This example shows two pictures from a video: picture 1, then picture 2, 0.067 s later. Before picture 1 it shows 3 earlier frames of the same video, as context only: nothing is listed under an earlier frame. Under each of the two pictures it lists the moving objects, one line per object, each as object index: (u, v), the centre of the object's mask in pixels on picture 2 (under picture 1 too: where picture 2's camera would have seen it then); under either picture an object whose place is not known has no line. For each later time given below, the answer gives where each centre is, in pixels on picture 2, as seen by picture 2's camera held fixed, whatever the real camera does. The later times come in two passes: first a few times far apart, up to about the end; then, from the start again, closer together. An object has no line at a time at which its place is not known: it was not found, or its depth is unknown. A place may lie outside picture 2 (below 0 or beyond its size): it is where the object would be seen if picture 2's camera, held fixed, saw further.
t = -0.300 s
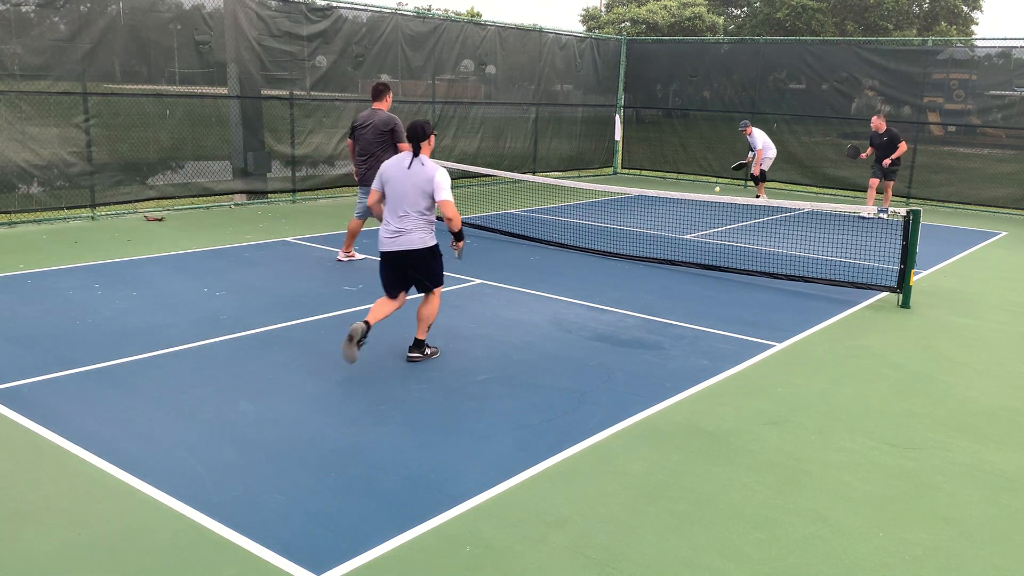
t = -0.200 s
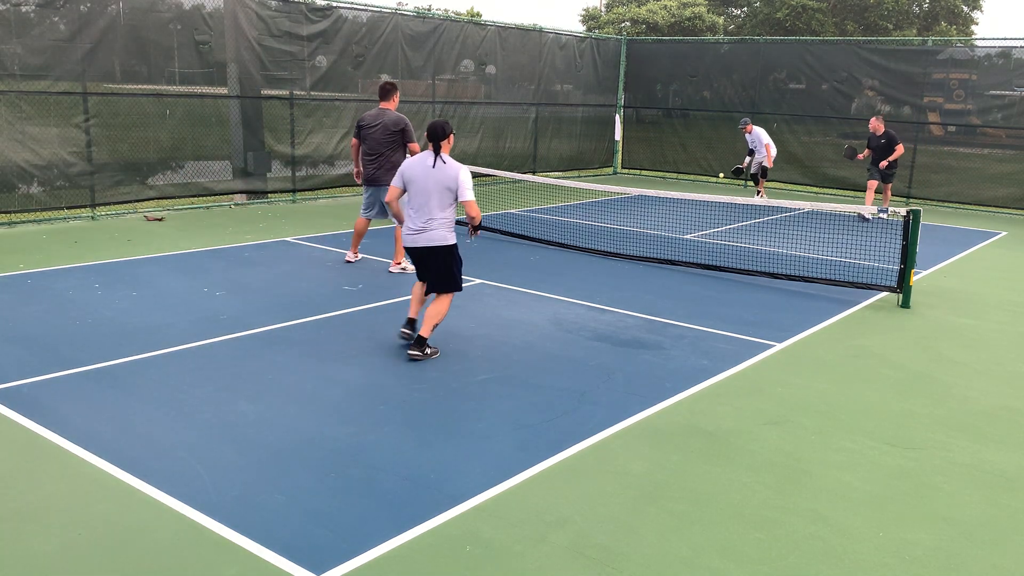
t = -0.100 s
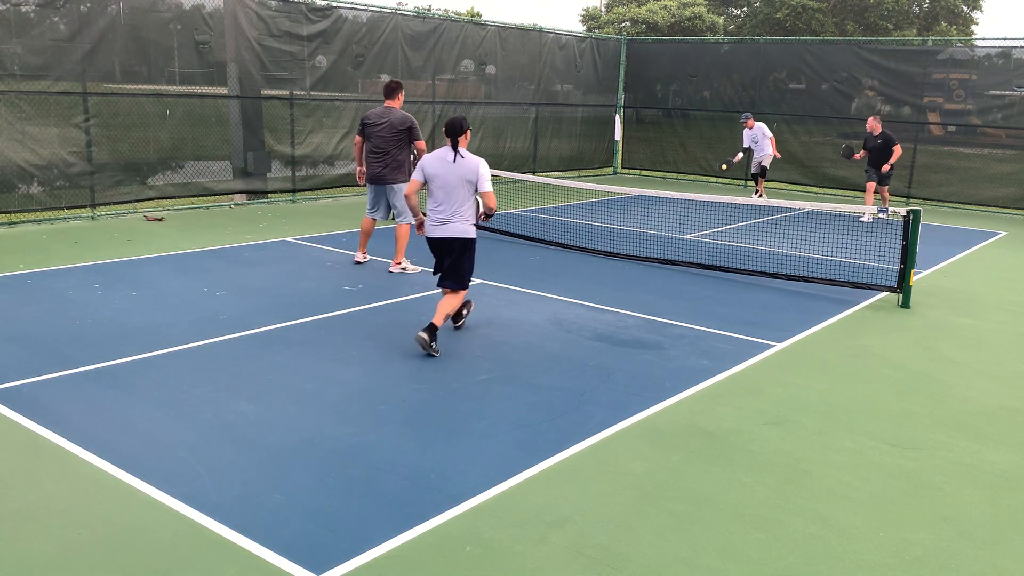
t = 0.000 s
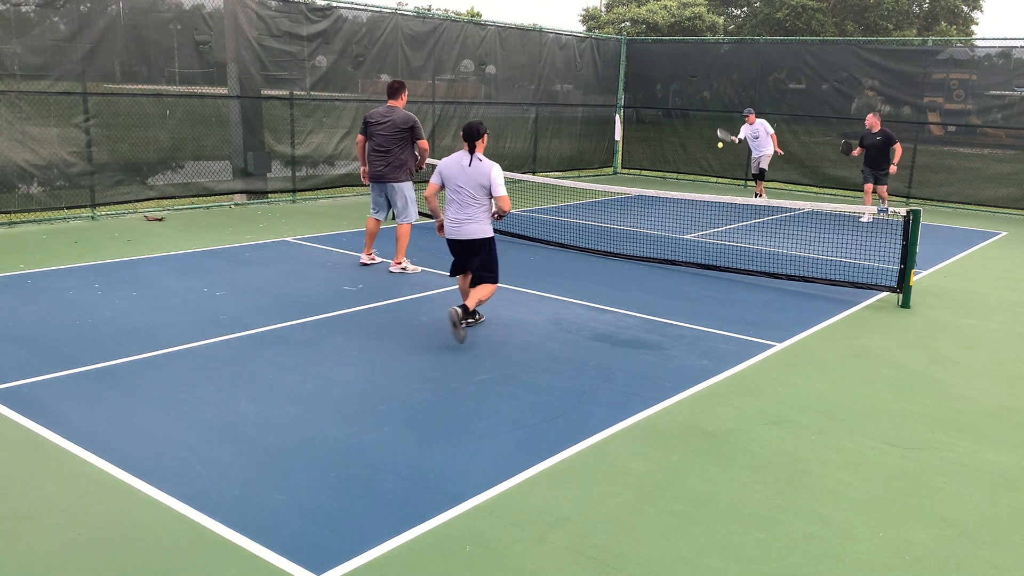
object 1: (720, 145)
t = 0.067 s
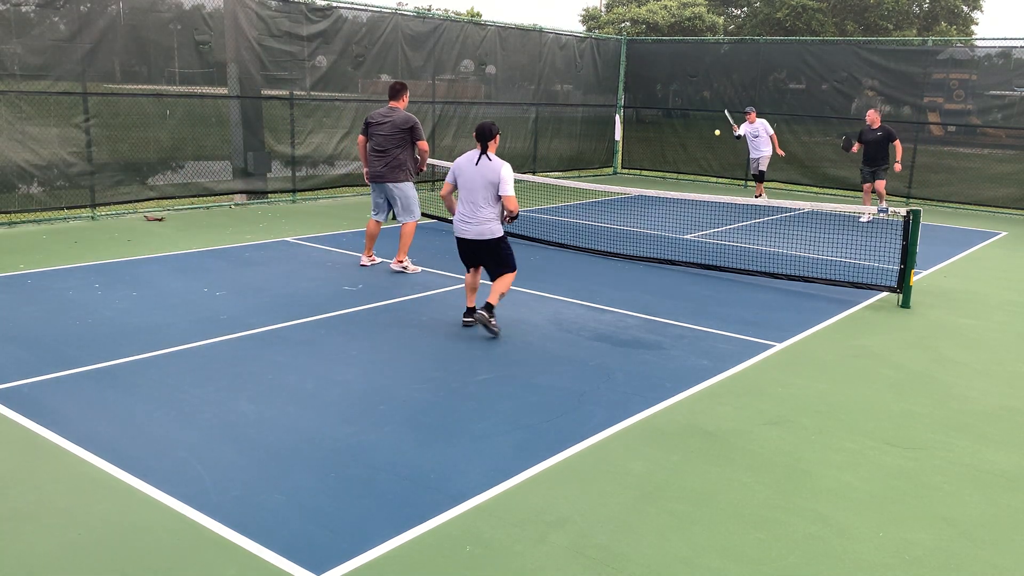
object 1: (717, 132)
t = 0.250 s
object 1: (707, 109)
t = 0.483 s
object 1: (688, 113)
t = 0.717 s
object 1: (665, 178)
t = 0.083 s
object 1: (716, 130)
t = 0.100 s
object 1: (716, 127)
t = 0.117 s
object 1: (715, 124)
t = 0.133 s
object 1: (714, 122)
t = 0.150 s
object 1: (713, 119)
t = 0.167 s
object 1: (712, 117)
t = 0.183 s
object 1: (711, 115)
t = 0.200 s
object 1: (710, 114)
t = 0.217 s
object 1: (709, 112)
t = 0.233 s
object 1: (708, 110)
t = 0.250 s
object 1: (707, 109)
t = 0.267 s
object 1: (706, 108)
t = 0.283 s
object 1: (705, 107)
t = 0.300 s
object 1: (704, 106)
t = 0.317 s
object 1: (702, 106)
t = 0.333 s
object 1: (701, 105)
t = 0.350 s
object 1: (700, 105)
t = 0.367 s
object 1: (699, 105)
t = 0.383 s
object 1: (697, 106)
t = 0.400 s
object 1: (696, 106)
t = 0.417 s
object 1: (694, 107)
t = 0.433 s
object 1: (693, 108)
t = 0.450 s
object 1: (691, 110)
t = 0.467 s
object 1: (690, 111)
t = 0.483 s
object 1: (688, 113)
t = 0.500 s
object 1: (687, 115)
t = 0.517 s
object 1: (685, 118)
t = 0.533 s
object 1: (684, 121)
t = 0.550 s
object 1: (682, 124)
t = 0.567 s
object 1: (680, 128)
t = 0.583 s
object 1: (679, 132)
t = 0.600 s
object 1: (677, 136)
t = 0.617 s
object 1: (675, 141)
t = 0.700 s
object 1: (667, 171)
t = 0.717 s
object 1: (665, 178)
